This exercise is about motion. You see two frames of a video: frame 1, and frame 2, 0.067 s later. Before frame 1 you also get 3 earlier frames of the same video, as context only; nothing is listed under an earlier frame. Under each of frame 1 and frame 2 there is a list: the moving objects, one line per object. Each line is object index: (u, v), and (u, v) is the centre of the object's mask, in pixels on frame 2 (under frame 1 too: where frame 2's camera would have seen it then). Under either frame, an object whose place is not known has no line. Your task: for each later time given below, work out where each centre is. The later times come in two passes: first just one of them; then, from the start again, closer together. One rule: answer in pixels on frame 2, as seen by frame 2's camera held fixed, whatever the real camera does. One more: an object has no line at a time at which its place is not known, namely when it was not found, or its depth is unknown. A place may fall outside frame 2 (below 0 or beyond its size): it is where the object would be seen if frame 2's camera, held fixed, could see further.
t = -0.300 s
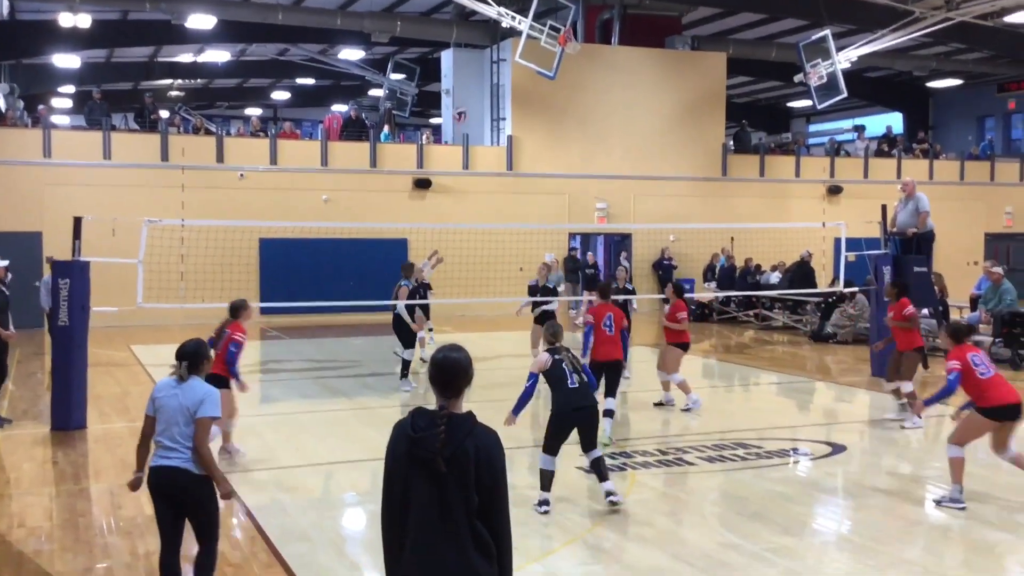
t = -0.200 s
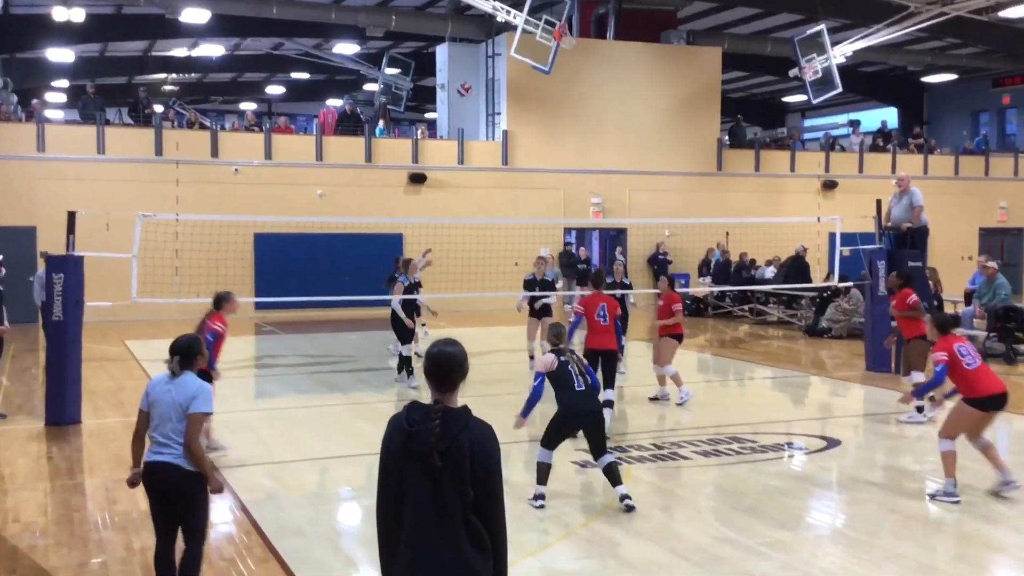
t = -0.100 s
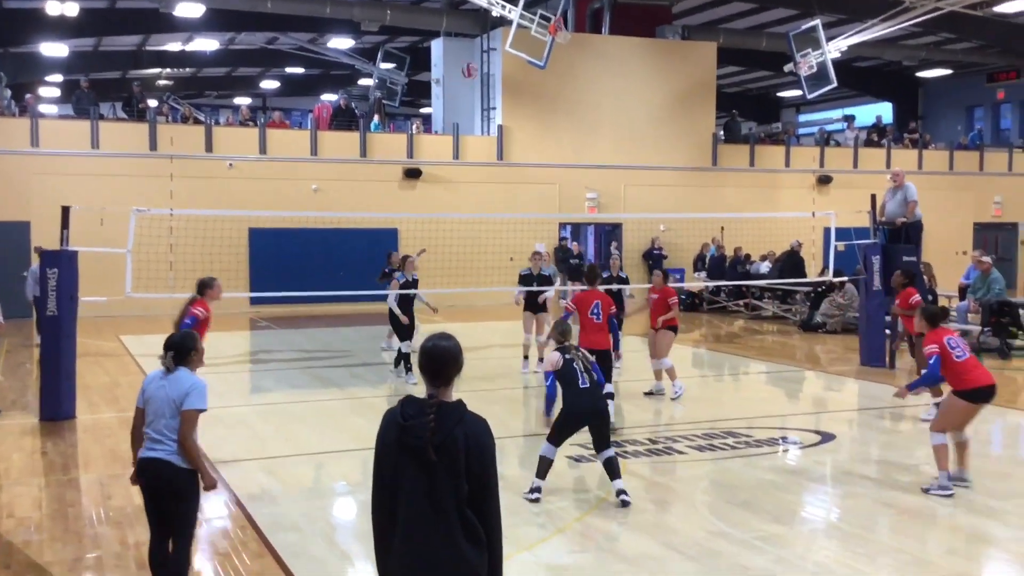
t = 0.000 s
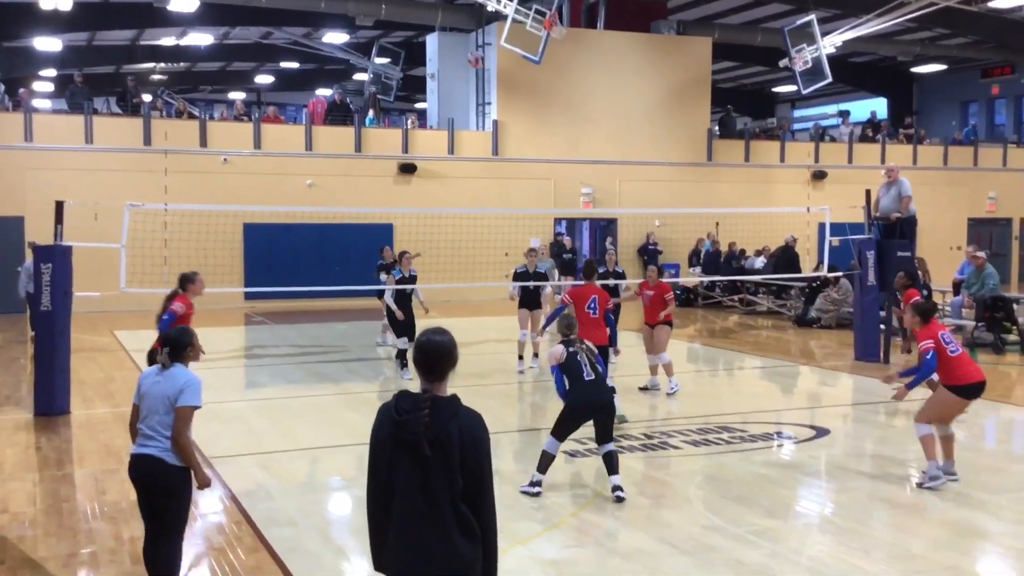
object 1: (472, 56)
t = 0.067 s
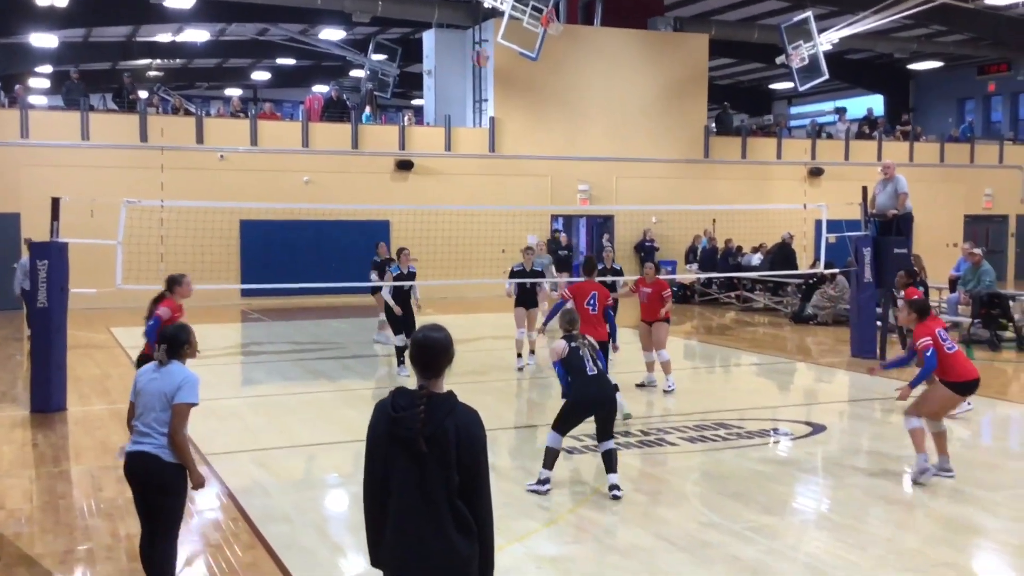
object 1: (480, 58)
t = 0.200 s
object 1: (496, 71)
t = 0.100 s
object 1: (485, 59)
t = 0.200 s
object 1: (496, 71)
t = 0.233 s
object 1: (501, 77)
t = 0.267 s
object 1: (506, 85)
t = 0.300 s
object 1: (510, 94)
